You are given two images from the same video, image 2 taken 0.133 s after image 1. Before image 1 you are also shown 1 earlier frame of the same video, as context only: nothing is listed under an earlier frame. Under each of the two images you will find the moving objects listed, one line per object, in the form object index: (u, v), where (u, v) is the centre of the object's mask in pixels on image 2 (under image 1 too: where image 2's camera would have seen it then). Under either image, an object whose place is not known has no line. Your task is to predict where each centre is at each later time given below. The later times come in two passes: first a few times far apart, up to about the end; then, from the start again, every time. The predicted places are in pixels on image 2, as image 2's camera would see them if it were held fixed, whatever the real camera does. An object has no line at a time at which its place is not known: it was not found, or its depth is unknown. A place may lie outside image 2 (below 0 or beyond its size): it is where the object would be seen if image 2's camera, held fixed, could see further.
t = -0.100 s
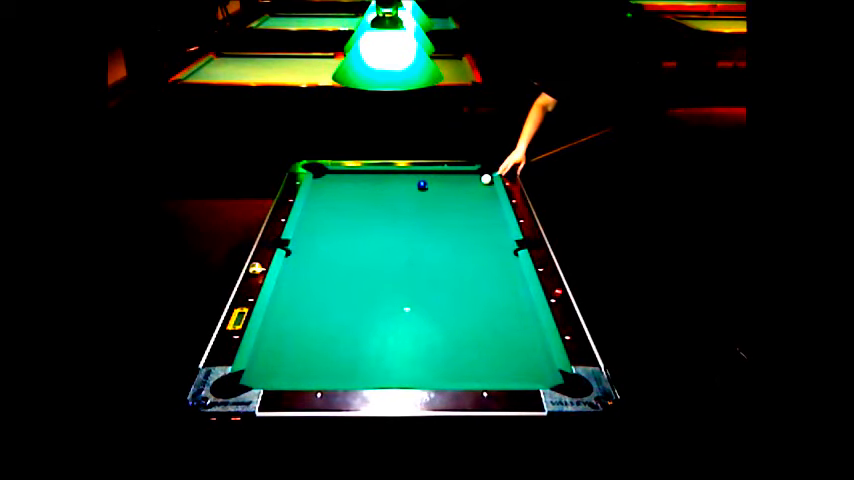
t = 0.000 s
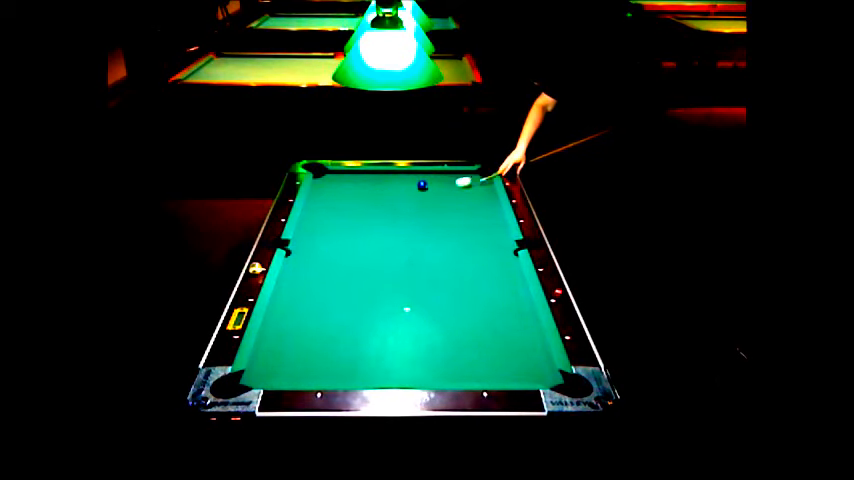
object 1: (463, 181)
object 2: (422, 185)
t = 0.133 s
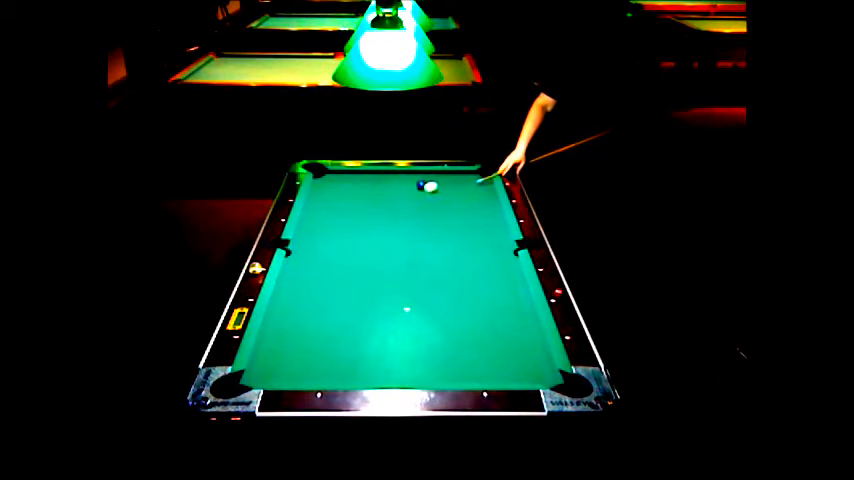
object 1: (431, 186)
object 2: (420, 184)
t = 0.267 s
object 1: (408, 195)
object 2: (410, 182)
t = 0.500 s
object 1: (366, 209)
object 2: (393, 179)
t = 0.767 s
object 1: (312, 228)
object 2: (376, 175)
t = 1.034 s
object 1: (318, 244)
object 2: (361, 173)
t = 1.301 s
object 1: (343, 260)
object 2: (350, 175)
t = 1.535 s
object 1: (366, 275)
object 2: (341, 176)
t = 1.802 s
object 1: (393, 293)
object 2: (332, 178)
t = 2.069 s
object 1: (422, 312)
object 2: (325, 180)
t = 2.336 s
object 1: (454, 333)
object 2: (317, 181)
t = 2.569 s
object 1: (482, 350)
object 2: (317, 182)
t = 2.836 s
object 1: (517, 370)
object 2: (320, 182)
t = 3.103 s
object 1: (545, 371)
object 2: (322, 183)
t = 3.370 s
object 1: (535, 363)
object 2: (323, 183)
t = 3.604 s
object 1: (521, 358)
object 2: (323, 183)
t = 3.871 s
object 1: (507, 352)
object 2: (323, 184)
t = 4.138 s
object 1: (495, 348)
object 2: (323, 184)
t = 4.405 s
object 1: (484, 344)
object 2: (323, 184)
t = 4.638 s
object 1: (476, 341)
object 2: (323, 184)
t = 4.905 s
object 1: (469, 338)
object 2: (323, 184)
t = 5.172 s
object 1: (463, 336)
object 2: (323, 184)
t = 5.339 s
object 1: (460, 334)
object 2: (323, 184)
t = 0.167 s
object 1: (425, 189)
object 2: (417, 184)
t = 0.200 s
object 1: (420, 191)
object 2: (414, 183)
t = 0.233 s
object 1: (414, 193)
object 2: (412, 182)
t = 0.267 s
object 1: (408, 195)
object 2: (410, 182)
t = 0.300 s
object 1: (402, 197)
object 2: (407, 182)
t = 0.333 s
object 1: (396, 199)
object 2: (405, 181)
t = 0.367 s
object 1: (391, 201)
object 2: (402, 181)
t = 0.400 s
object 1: (384, 203)
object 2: (400, 180)
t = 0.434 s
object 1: (378, 205)
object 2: (398, 179)
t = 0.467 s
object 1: (372, 207)
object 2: (395, 179)
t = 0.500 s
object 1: (366, 209)
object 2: (393, 179)
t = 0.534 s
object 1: (359, 211)
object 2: (391, 179)
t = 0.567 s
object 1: (353, 214)
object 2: (388, 178)
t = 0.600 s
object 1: (346, 216)
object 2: (386, 177)
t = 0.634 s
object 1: (339, 218)
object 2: (383, 176)
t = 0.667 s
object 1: (333, 221)
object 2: (381, 176)
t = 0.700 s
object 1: (326, 223)
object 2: (379, 176)
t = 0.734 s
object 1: (319, 225)
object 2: (377, 175)
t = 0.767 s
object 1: (312, 228)
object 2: (376, 175)
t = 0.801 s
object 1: (305, 230)
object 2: (373, 174)
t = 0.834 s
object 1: (300, 233)
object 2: (371, 174)
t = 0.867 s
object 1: (303, 235)
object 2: (368, 174)
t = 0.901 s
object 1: (306, 236)
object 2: (366, 173)
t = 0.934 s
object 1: (310, 238)
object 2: (365, 173)
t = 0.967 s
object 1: (313, 240)
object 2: (363, 173)
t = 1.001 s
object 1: (316, 242)
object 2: (362, 174)
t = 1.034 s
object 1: (318, 244)
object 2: (361, 173)
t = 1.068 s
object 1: (321, 246)
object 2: (359, 174)
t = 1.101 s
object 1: (325, 248)
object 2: (358, 174)
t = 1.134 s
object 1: (327, 250)
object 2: (357, 174)
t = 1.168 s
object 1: (331, 252)
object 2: (355, 174)
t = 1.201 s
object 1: (334, 254)
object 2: (354, 175)
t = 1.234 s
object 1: (337, 256)
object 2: (353, 175)
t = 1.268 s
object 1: (340, 258)
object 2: (351, 175)
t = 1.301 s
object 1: (343, 260)
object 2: (350, 175)
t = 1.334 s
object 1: (346, 262)
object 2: (348, 175)
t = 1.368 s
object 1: (349, 264)
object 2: (347, 176)
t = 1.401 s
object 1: (353, 266)
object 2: (346, 176)
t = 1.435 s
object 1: (356, 269)
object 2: (345, 176)
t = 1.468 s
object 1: (359, 270)
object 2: (343, 176)
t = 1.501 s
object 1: (362, 273)
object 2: (342, 176)
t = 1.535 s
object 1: (366, 275)
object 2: (341, 176)
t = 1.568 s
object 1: (369, 277)
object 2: (340, 177)
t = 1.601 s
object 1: (372, 279)
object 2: (339, 177)
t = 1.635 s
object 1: (375, 282)
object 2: (338, 177)
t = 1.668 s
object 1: (379, 284)
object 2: (336, 177)
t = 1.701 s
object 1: (382, 286)
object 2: (336, 178)
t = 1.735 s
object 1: (386, 288)
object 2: (334, 178)
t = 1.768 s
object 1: (390, 291)
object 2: (333, 178)
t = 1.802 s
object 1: (393, 293)
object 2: (332, 178)
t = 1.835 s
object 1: (396, 296)
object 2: (331, 179)
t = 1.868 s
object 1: (400, 298)
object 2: (330, 179)
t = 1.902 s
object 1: (404, 300)
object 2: (329, 179)
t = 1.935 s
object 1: (408, 303)
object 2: (328, 179)
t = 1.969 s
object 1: (411, 305)
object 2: (327, 179)
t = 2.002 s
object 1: (415, 307)
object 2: (326, 179)
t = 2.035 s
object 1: (418, 310)
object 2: (326, 179)
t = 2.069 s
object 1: (422, 312)
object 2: (325, 180)
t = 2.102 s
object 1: (426, 314)
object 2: (324, 180)
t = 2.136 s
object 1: (430, 317)
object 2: (322, 180)
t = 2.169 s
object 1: (434, 320)
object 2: (322, 180)
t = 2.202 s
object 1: (438, 323)
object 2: (320, 180)
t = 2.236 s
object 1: (442, 325)
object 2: (319, 181)
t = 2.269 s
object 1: (446, 328)
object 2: (318, 181)
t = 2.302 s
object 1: (450, 331)
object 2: (317, 181)
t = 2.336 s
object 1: (454, 333)
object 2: (317, 181)
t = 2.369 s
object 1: (458, 336)
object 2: (316, 181)
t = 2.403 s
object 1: (462, 338)
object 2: (316, 181)
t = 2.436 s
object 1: (466, 341)
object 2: (316, 182)
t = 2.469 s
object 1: (470, 344)
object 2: (316, 182)
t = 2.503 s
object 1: (475, 347)
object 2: (317, 182)
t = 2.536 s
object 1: (479, 349)
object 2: (317, 182)
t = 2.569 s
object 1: (482, 350)
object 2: (317, 182)
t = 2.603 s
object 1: (486, 352)
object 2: (318, 182)
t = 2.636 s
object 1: (491, 355)
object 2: (318, 182)
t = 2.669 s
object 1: (495, 357)
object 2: (318, 182)
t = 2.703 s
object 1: (500, 360)
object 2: (319, 182)
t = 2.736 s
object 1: (504, 362)
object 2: (319, 182)
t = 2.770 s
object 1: (508, 365)
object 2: (319, 182)
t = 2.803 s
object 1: (512, 368)
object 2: (319, 182)
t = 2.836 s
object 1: (517, 370)
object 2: (320, 182)
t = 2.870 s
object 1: (521, 372)
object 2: (320, 182)
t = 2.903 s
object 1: (526, 375)
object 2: (320, 183)
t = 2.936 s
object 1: (530, 376)
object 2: (320, 182)
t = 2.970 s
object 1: (533, 375)
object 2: (320, 183)
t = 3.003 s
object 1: (536, 374)
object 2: (321, 183)
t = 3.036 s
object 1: (539, 373)
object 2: (321, 183)
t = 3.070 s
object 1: (542, 372)
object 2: (321, 183)
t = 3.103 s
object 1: (545, 371)
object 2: (322, 183)
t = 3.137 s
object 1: (547, 369)
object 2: (322, 183)
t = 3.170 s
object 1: (547, 368)
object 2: (322, 183)
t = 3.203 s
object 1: (545, 367)
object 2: (322, 183)
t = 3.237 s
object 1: (543, 366)
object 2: (322, 183)
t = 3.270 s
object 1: (541, 365)
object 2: (322, 183)
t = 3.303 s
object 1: (539, 365)
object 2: (323, 183)
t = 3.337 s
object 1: (537, 364)
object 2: (323, 183)
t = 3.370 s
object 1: (535, 363)
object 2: (323, 183)
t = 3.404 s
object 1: (533, 362)
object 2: (323, 183)
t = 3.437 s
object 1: (531, 362)
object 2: (323, 183)
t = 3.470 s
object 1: (529, 360)
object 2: (323, 183)
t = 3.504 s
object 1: (526, 360)
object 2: (323, 183)
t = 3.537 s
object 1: (525, 359)
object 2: (323, 183)
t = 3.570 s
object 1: (523, 358)
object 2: (323, 183)
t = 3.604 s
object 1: (521, 358)
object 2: (323, 183)
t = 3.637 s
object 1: (519, 357)
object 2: (323, 184)
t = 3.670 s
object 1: (517, 356)
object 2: (323, 184)
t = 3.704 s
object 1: (515, 356)
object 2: (323, 184)
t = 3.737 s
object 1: (513, 355)
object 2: (323, 183)
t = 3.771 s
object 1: (512, 354)
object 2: (323, 184)
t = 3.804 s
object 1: (510, 353)
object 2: (323, 184)
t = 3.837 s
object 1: (508, 353)
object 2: (323, 184)
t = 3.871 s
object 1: (507, 352)
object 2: (323, 184)
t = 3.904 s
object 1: (505, 352)
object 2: (323, 184)
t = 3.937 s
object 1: (504, 351)
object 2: (323, 184)
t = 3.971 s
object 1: (502, 350)
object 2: (323, 184)
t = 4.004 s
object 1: (501, 350)
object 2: (323, 184)
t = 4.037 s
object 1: (499, 350)
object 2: (323, 184)
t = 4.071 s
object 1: (497, 349)
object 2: (323, 184)
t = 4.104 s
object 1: (496, 348)
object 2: (323, 184)
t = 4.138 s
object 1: (495, 348)
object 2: (323, 184)
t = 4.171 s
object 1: (493, 348)
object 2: (323, 184)
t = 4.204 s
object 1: (492, 347)
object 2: (323, 184)
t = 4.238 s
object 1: (490, 346)
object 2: (323, 184)
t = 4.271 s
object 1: (489, 346)
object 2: (323, 184)
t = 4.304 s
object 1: (488, 345)
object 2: (323, 184)
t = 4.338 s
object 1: (486, 345)
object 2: (323, 184)
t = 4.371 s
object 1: (485, 345)
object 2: (323, 184)
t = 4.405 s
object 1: (484, 344)
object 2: (323, 184)
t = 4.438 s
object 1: (483, 343)
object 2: (323, 184)
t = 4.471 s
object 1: (482, 343)
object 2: (323, 184)
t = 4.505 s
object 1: (481, 343)
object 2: (323, 184)
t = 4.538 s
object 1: (479, 342)
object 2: (323, 184)
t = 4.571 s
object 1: (478, 342)
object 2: (323, 184)
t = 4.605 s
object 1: (477, 341)
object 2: (323, 184)
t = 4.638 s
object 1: (476, 341)
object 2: (323, 184)
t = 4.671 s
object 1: (475, 341)
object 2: (323, 184)
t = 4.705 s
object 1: (474, 341)
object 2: (323, 184)
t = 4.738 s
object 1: (473, 340)
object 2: (323, 184)
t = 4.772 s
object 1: (473, 340)
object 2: (323, 184)
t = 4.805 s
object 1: (472, 339)
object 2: (323, 184)
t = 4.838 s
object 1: (471, 339)
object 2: (323, 184)
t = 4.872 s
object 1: (470, 338)
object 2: (323, 184)
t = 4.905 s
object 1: (469, 338)
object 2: (323, 184)
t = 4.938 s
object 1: (468, 338)
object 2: (323, 184)
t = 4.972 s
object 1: (467, 337)
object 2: (323, 184)
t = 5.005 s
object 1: (467, 337)
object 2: (323, 184)
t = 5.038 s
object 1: (466, 337)
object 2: (323, 184)
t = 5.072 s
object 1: (465, 336)
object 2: (323, 184)
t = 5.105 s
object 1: (465, 336)
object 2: (323, 184)
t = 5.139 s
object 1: (464, 336)
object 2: (323, 184)
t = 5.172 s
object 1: (463, 336)
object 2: (323, 184)
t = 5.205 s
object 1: (463, 335)
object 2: (323, 184)
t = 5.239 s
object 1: (462, 335)
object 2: (323, 184)
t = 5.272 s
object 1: (461, 335)
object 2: (323, 184)
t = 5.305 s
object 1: (461, 334)
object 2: (323, 184)
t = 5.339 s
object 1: (460, 334)
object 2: (323, 184)
